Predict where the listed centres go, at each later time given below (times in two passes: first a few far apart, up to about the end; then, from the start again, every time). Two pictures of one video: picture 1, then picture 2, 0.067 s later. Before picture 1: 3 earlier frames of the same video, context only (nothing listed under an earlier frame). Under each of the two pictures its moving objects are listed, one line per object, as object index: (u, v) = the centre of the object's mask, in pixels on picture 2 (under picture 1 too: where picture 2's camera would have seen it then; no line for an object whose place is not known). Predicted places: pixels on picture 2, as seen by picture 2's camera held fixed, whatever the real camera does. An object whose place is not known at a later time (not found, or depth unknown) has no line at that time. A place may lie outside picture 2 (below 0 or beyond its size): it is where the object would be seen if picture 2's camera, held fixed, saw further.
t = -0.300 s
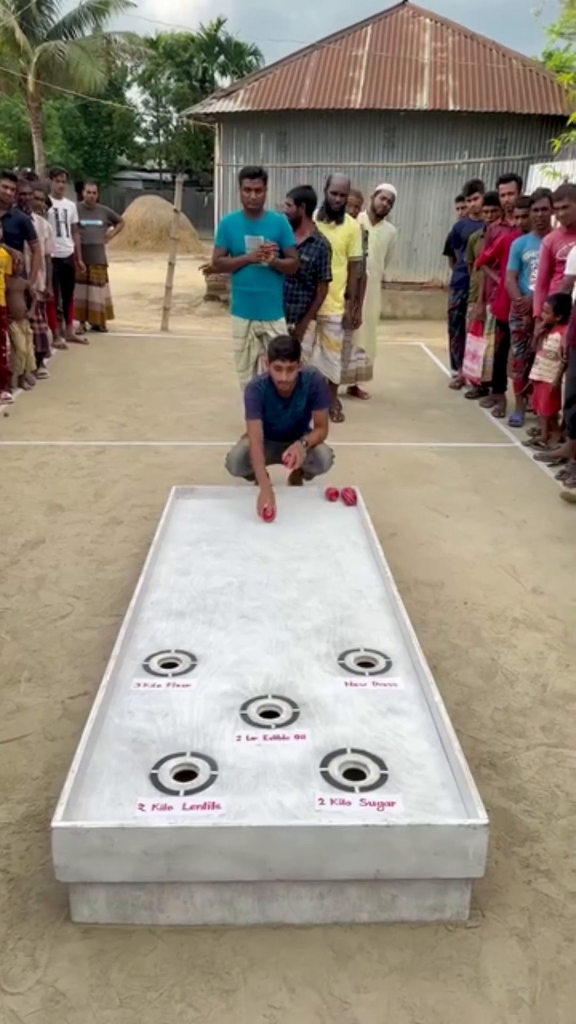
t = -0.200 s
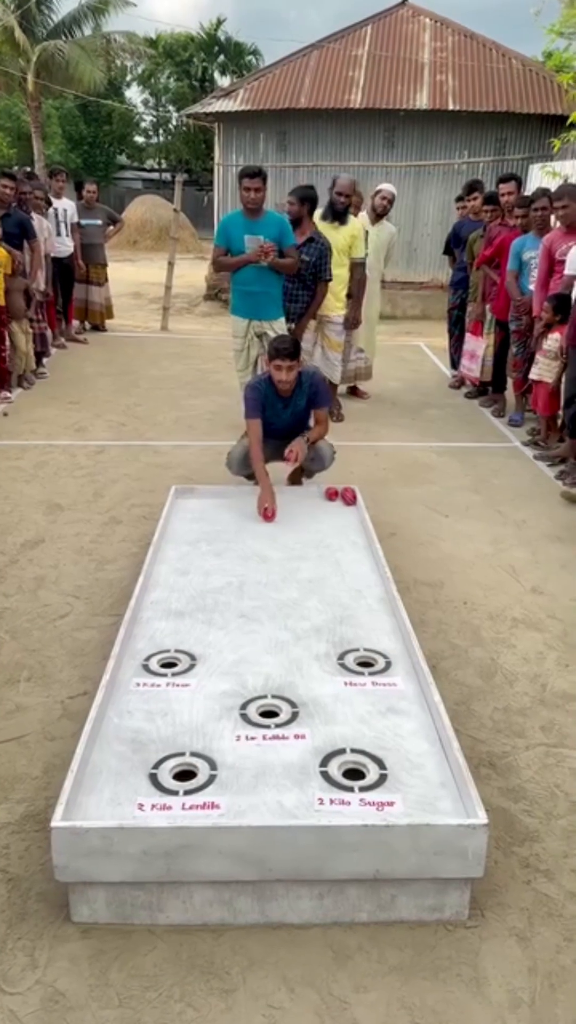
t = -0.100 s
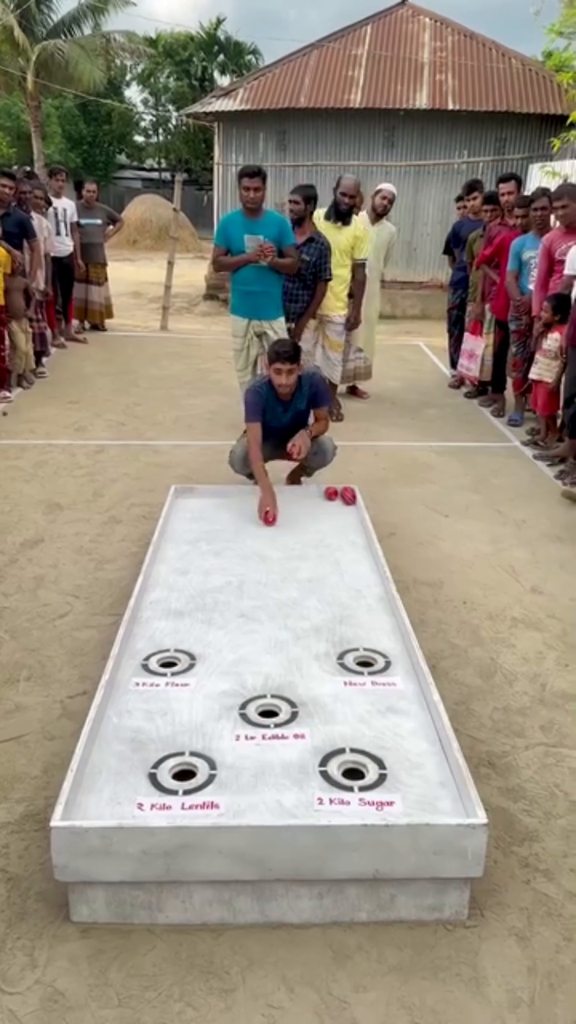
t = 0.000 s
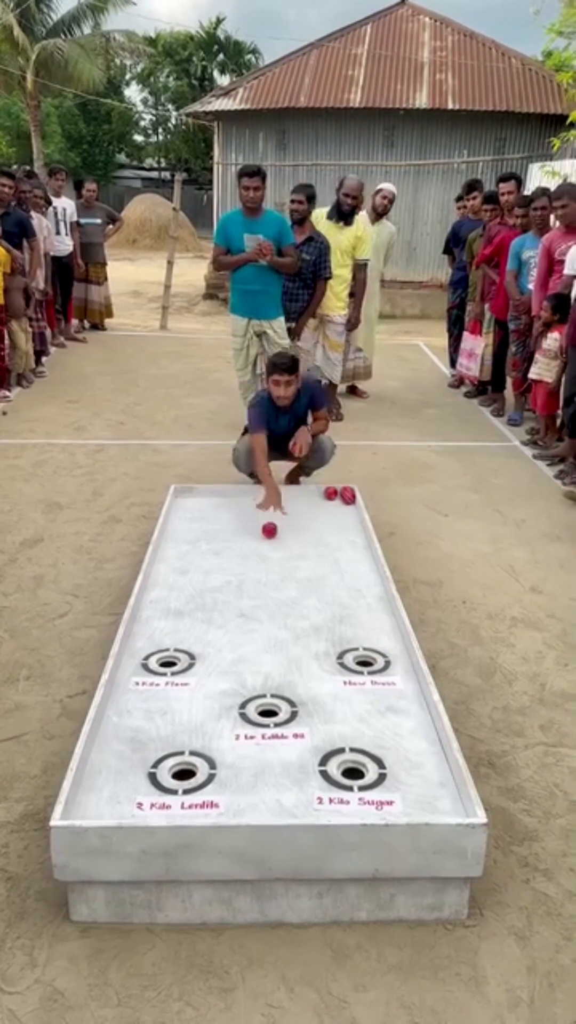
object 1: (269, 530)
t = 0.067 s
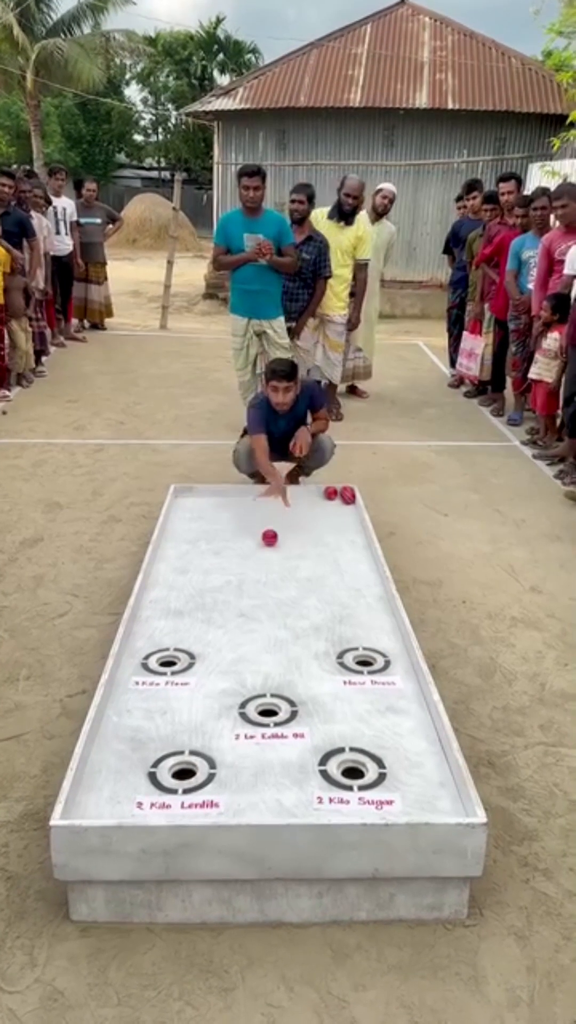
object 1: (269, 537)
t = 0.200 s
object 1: (269, 552)
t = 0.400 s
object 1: (268, 574)
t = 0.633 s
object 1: (266, 603)
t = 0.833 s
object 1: (263, 630)
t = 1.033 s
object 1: (260, 657)
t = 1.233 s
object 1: (257, 686)
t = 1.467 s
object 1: (253, 720)
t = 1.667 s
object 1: (247, 751)
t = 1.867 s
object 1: (242, 781)
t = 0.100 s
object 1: (269, 541)
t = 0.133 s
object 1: (269, 545)
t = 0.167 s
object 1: (269, 548)
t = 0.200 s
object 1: (269, 552)
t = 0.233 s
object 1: (269, 556)
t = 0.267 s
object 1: (269, 559)
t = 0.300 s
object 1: (269, 563)
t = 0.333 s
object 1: (268, 567)
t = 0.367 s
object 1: (268, 571)
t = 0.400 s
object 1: (268, 574)
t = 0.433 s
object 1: (268, 579)
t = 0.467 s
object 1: (267, 583)
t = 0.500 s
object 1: (267, 587)
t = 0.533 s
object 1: (267, 591)
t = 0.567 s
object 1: (267, 595)
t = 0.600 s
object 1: (266, 599)
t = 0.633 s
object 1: (266, 603)
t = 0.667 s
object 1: (265, 608)
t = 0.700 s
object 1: (265, 612)
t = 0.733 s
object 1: (264, 616)
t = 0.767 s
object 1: (264, 621)
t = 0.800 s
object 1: (264, 625)
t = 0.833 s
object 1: (263, 630)
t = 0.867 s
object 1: (263, 634)
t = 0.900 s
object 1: (262, 639)
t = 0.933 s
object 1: (262, 643)
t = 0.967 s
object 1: (261, 648)
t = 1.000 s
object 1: (261, 652)
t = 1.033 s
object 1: (260, 657)
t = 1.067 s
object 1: (260, 661)
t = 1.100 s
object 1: (259, 667)
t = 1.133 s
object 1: (259, 672)
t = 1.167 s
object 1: (258, 676)
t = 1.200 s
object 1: (257, 681)
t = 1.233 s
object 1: (257, 686)
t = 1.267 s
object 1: (256, 690)
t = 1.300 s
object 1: (255, 695)
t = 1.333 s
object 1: (255, 700)
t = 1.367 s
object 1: (255, 705)
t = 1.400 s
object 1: (254, 711)
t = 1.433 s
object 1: (253, 715)
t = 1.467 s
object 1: (253, 720)
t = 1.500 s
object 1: (252, 725)
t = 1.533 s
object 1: (250, 729)
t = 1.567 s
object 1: (250, 736)
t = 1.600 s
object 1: (249, 741)
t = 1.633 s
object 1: (248, 746)
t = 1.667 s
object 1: (247, 751)
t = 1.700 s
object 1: (246, 756)
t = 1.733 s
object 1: (245, 761)
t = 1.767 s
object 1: (244, 766)
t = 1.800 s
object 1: (243, 771)
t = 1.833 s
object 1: (243, 776)
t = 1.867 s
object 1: (242, 781)
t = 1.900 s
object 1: (241, 786)
